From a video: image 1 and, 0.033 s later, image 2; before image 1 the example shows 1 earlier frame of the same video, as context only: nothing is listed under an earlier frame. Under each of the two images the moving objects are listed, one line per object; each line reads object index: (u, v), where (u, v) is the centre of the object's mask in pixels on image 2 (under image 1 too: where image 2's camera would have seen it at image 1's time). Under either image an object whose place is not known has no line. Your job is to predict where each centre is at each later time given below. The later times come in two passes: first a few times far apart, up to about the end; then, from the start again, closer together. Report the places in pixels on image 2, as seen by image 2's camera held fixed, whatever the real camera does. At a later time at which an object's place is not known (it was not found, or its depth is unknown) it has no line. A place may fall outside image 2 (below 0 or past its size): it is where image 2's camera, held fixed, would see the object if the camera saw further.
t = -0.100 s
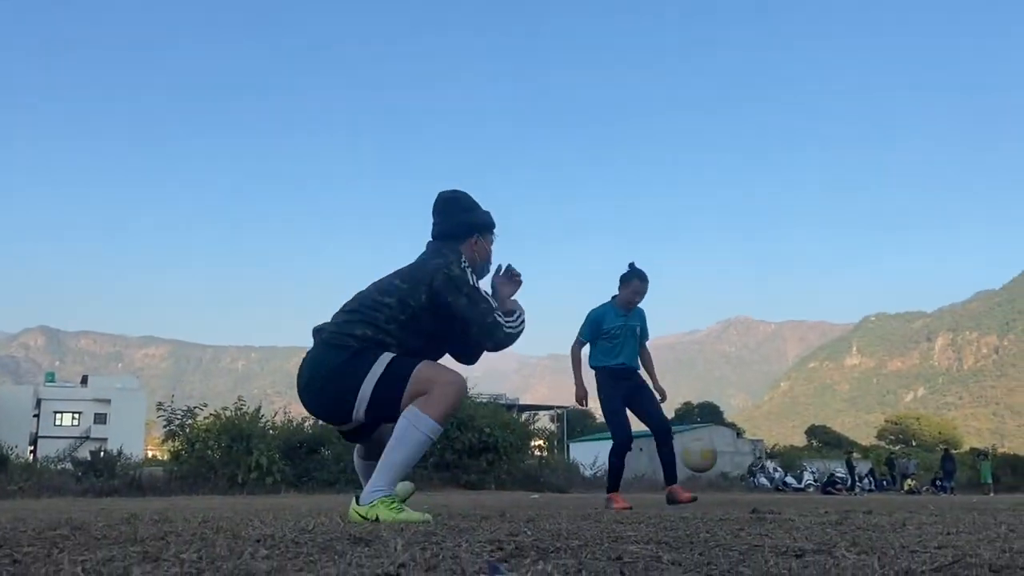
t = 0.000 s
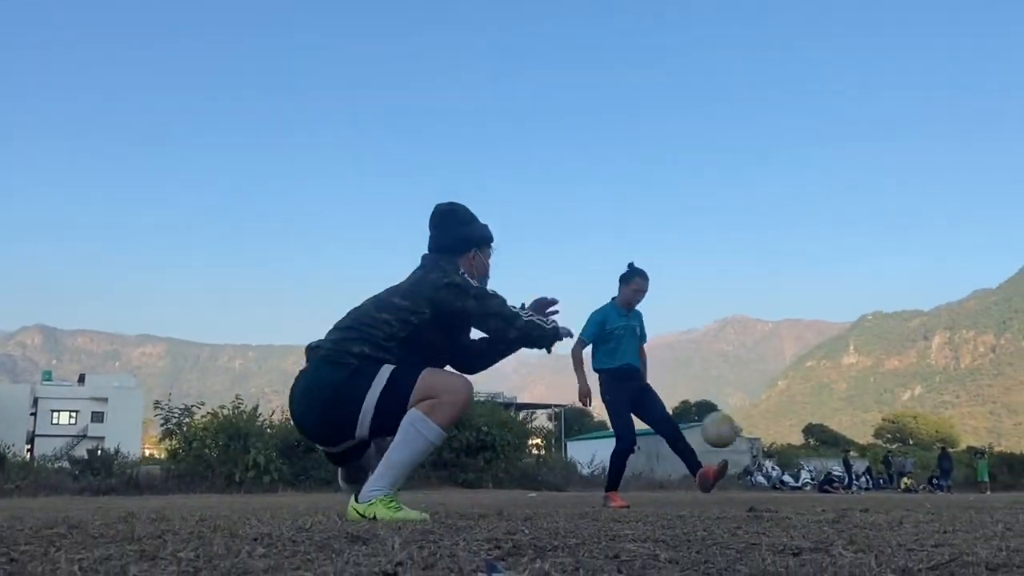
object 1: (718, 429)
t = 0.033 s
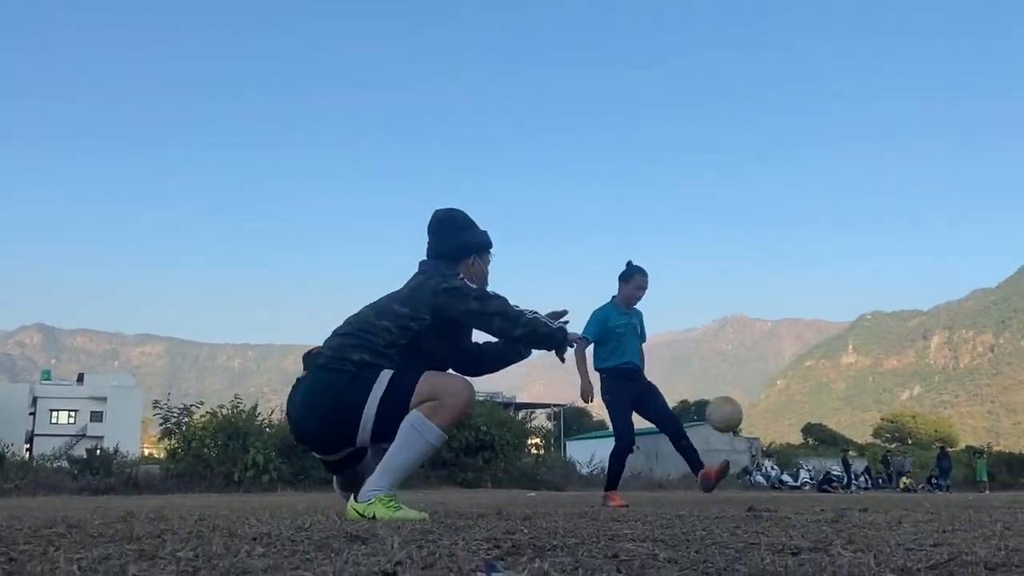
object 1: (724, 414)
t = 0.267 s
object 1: (775, 356)
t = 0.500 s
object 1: (840, 391)
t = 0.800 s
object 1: (907, 428)
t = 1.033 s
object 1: (923, 388)
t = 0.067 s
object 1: (731, 401)
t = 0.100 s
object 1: (737, 389)
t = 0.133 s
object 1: (744, 379)
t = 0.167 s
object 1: (752, 370)
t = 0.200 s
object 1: (759, 364)
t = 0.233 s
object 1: (767, 359)
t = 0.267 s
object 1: (775, 356)
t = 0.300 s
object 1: (783, 355)
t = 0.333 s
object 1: (792, 355)
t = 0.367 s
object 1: (801, 358)
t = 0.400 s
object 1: (810, 363)
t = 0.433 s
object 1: (820, 369)
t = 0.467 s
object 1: (830, 379)
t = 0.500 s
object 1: (840, 391)
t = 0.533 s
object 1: (851, 406)
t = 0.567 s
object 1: (862, 422)
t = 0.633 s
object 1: (888, 465)
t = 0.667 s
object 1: (900, 491)
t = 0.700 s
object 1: (902, 480)
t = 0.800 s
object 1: (907, 428)
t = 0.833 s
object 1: (908, 415)
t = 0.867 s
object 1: (910, 404)
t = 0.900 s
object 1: (912, 396)
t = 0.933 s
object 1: (915, 391)
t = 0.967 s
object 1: (918, 387)
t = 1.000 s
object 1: (920, 387)
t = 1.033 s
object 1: (923, 388)
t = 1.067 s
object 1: (927, 392)
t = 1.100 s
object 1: (930, 399)
